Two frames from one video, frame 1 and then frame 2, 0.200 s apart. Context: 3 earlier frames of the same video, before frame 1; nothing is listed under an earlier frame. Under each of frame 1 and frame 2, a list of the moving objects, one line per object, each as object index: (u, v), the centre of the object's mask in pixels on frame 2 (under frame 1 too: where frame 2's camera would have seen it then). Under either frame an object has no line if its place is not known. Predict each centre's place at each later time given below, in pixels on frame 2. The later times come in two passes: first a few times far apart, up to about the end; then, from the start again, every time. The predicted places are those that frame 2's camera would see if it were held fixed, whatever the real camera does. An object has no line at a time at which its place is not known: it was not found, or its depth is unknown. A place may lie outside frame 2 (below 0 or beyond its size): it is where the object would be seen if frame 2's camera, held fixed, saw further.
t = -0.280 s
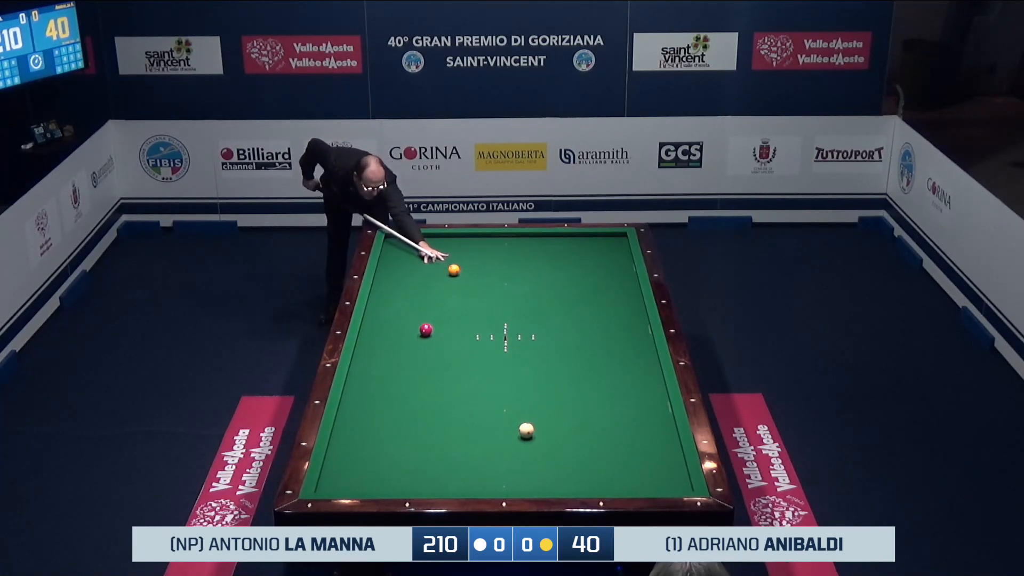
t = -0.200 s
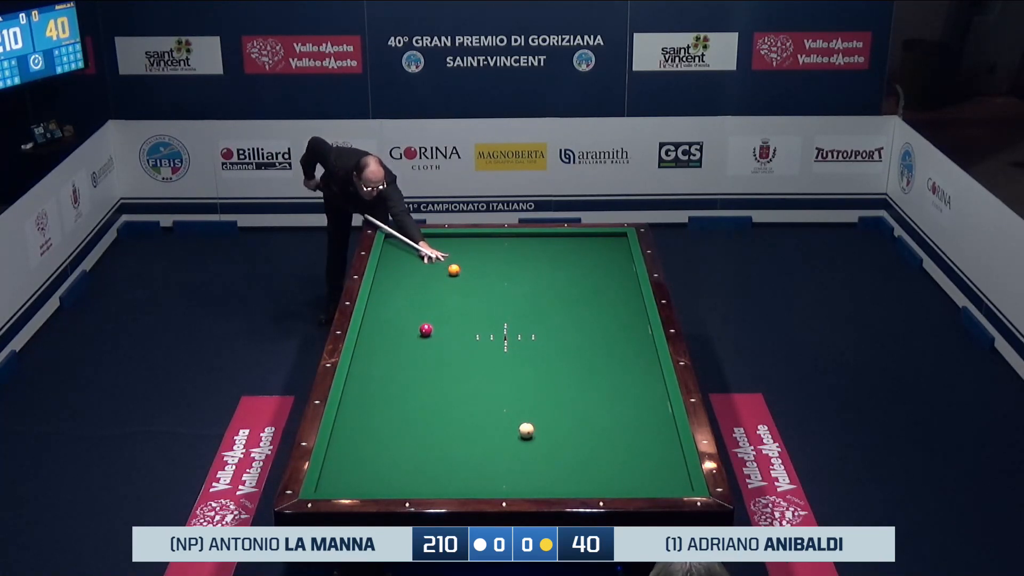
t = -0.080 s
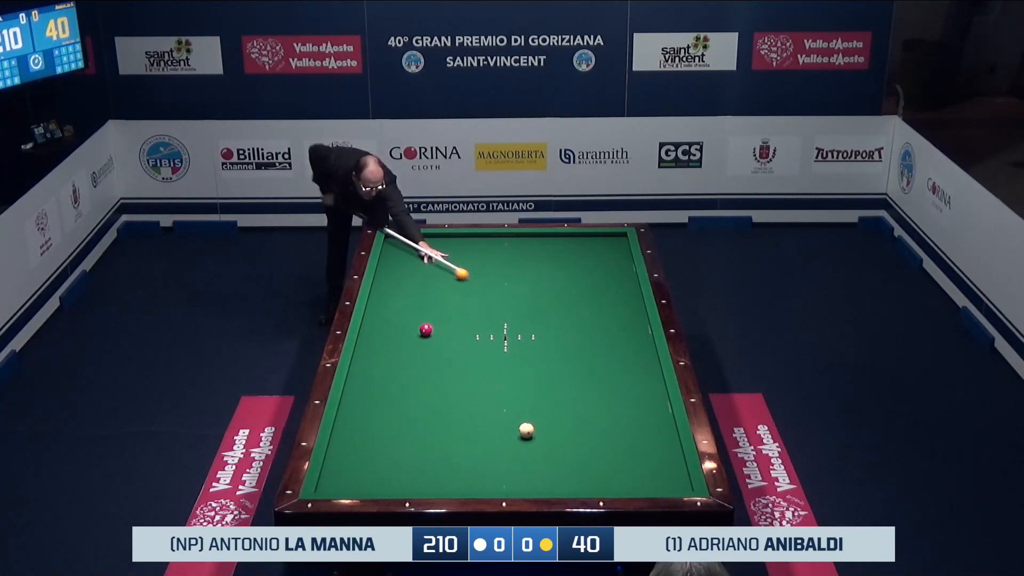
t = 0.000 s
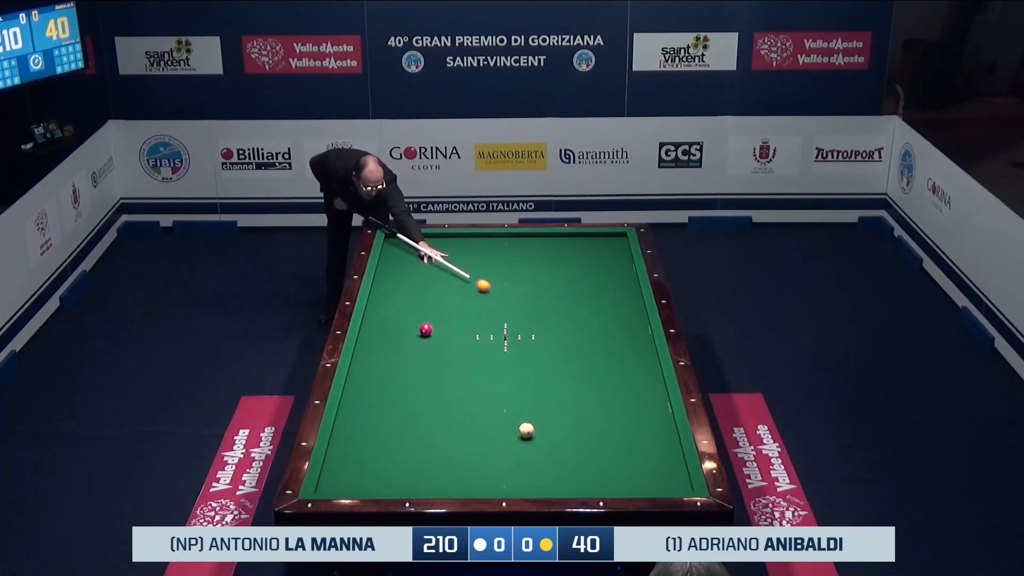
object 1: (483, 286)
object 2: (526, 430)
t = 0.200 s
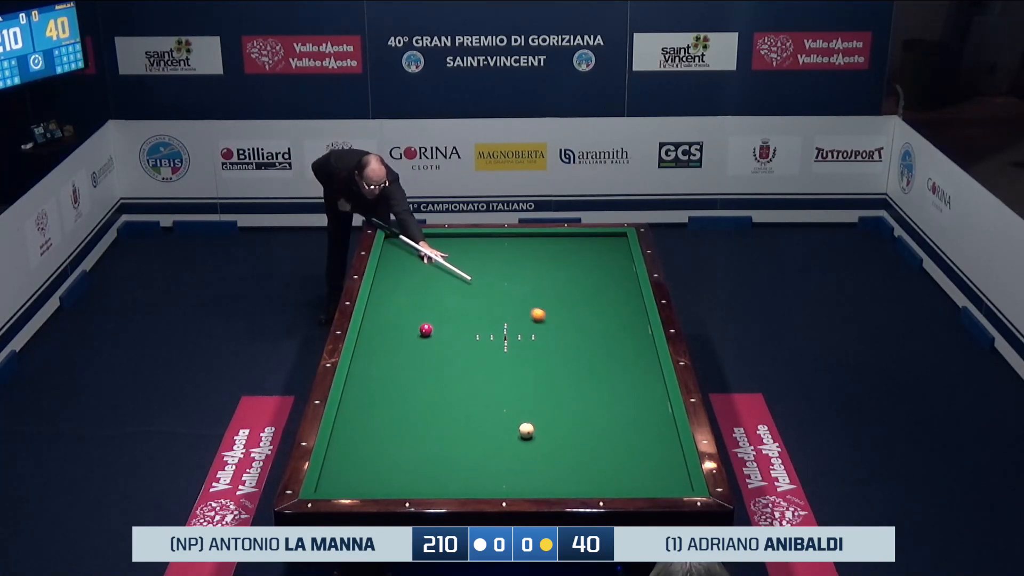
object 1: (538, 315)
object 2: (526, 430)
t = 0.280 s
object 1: (560, 327)
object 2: (526, 430)
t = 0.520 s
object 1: (630, 364)
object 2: (526, 430)
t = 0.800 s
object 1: (621, 404)
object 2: (526, 430)
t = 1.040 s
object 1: (589, 439)
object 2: (526, 430)
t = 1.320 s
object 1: (552, 484)
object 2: (526, 430)
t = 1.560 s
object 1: (537, 465)
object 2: (526, 430)
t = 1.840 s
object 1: (522, 442)
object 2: (527, 428)
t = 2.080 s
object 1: (503, 431)
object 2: (532, 423)
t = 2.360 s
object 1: (481, 422)
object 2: (539, 414)
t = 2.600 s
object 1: (463, 414)
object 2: (545, 407)
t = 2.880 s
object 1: (443, 405)
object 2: (551, 399)
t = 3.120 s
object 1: (427, 398)
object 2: (555, 393)
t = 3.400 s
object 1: (410, 390)
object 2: (561, 386)
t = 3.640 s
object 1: (395, 384)
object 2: (564, 381)
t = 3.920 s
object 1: (379, 377)
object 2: (569, 375)
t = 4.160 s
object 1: (366, 371)
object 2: (573, 370)
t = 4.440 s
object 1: (358, 365)
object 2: (577, 365)
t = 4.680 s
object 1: (366, 361)
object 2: (580, 361)
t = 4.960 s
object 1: (375, 357)
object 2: (583, 356)
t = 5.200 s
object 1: (382, 354)
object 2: (586, 353)
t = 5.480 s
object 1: (389, 350)
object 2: (589, 349)
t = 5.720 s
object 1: (395, 347)
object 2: (591, 346)
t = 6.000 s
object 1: (402, 344)
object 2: (593, 343)
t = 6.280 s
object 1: (408, 342)
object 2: (595, 341)
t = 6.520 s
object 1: (412, 339)
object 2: (597, 338)
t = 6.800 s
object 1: (417, 337)
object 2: (599, 336)
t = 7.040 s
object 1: (421, 336)
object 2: (600, 334)
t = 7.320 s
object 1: (423, 336)
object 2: (601, 333)
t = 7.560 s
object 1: (425, 336)
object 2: (603, 331)
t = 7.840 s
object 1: (426, 336)
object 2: (604, 330)
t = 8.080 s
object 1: (426, 336)
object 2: (604, 329)
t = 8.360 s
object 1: (426, 336)
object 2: (605, 329)
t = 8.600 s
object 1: (426, 335)
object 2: (605, 328)
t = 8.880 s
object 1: (426, 335)
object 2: (606, 328)
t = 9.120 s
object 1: (426, 335)
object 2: (606, 328)
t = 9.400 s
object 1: (426, 335)
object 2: (606, 328)
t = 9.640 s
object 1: (426, 335)
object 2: (606, 328)
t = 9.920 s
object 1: (426, 335)
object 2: (606, 328)
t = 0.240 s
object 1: (548, 321)
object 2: (526, 430)
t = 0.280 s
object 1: (560, 327)
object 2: (526, 430)
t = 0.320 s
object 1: (571, 333)
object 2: (526, 430)
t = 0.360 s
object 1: (582, 339)
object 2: (526, 430)
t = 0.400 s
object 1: (594, 345)
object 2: (526, 430)
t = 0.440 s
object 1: (606, 351)
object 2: (526, 430)
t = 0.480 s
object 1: (618, 357)
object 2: (526, 430)
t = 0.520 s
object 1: (630, 364)
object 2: (526, 430)
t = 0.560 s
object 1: (643, 370)
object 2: (526, 430)
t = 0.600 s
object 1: (656, 377)
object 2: (526, 430)
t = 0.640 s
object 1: (652, 383)
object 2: (526, 430)
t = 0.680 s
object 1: (643, 387)
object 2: (526, 430)
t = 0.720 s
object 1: (635, 393)
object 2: (526, 430)
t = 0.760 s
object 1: (628, 398)
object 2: (526, 430)
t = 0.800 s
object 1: (621, 404)
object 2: (526, 430)
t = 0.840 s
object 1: (615, 409)
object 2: (526, 430)
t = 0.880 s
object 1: (609, 415)
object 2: (526, 430)
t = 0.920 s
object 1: (604, 421)
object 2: (526, 430)
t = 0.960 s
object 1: (599, 427)
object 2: (526, 430)
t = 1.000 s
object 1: (594, 433)
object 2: (526, 430)
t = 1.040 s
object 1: (589, 439)
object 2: (526, 430)
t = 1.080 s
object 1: (584, 446)
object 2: (526, 430)
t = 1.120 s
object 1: (579, 452)
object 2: (526, 430)
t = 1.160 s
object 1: (574, 458)
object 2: (526, 430)
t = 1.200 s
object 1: (568, 465)
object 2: (526, 430)
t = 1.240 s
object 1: (563, 472)
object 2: (526, 430)
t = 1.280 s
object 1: (557, 479)
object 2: (526, 430)
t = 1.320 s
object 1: (552, 484)
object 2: (526, 430)
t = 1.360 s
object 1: (547, 486)
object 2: (526, 430)
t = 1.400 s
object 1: (545, 482)
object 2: (526, 430)
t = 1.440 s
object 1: (543, 478)
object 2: (526, 430)
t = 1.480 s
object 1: (541, 473)
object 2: (526, 430)
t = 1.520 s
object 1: (539, 469)
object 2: (526, 430)
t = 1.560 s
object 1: (537, 465)
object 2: (526, 430)
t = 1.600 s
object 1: (535, 461)
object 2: (526, 430)
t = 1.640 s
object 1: (532, 458)
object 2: (526, 430)
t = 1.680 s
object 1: (530, 454)
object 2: (526, 430)
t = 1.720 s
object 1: (528, 451)
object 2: (526, 430)
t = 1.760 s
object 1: (526, 448)
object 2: (526, 430)
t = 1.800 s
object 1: (524, 445)
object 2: (526, 429)
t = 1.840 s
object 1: (522, 442)
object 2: (527, 428)
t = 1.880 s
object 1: (519, 439)
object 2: (527, 428)
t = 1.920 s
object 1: (516, 437)
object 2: (528, 428)
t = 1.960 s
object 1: (513, 436)
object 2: (529, 427)
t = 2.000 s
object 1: (509, 434)
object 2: (530, 425)
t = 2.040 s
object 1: (506, 433)
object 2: (531, 424)
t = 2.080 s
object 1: (503, 431)
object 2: (532, 423)
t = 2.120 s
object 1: (500, 430)
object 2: (533, 421)
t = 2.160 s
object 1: (496, 429)
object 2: (534, 420)
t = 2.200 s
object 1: (493, 427)
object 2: (535, 419)
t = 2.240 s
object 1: (490, 426)
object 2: (536, 418)
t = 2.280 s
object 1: (487, 424)
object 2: (537, 416)
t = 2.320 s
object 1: (484, 423)
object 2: (538, 415)
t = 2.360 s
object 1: (481, 422)
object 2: (539, 414)
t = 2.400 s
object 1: (478, 420)
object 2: (540, 413)
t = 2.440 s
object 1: (475, 419)
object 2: (541, 412)
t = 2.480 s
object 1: (472, 418)
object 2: (542, 410)
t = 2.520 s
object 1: (469, 416)
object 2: (543, 409)
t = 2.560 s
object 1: (466, 415)
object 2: (544, 408)
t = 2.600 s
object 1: (463, 414)
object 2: (545, 407)
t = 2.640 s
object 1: (460, 412)
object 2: (546, 406)
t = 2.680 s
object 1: (457, 411)
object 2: (546, 405)
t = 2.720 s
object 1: (454, 410)
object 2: (547, 403)
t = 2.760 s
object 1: (452, 409)
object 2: (548, 403)
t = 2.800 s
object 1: (449, 408)
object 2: (549, 401)
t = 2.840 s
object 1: (446, 406)
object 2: (550, 400)
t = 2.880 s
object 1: (443, 405)
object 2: (551, 399)
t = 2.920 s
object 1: (441, 404)
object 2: (551, 398)
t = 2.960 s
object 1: (438, 403)
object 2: (552, 397)
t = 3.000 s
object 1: (435, 401)
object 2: (553, 396)
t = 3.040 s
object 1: (433, 400)
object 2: (554, 395)
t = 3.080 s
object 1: (430, 399)
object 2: (555, 394)
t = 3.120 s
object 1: (427, 398)
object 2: (555, 393)
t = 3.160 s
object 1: (425, 397)
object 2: (556, 392)
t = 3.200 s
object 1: (422, 395)
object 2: (557, 391)
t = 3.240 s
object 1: (420, 394)
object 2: (558, 390)
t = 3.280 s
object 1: (417, 393)
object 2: (559, 389)
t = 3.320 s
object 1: (414, 392)
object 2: (559, 388)
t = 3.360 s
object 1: (412, 391)
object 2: (560, 387)
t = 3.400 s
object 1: (410, 390)
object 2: (561, 386)
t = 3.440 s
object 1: (407, 389)
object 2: (561, 385)
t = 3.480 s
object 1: (405, 388)
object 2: (562, 384)
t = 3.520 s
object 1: (402, 387)
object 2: (563, 383)
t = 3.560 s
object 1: (400, 386)
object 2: (563, 383)
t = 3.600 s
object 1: (398, 385)
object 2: (564, 381)
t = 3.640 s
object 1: (395, 384)
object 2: (564, 381)
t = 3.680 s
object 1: (393, 383)
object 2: (565, 380)
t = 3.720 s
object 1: (391, 382)
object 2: (566, 379)
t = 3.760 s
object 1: (388, 381)
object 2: (566, 378)
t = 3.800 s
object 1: (386, 380)
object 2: (567, 377)
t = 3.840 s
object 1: (384, 379)
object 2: (568, 376)
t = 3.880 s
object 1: (382, 378)
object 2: (568, 376)
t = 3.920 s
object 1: (379, 377)
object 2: (569, 375)
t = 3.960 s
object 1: (377, 376)
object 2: (570, 374)
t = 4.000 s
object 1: (375, 375)
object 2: (570, 373)
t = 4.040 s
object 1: (373, 374)
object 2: (571, 372)
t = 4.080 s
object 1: (371, 373)
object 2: (571, 372)
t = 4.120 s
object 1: (369, 372)
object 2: (572, 371)
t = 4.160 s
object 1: (366, 371)
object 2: (573, 370)
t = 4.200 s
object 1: (365, 370)
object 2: (573, 369)
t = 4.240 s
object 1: (363, 369)
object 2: (574, 369)
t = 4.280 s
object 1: (360, 368)
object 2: (575, 368)
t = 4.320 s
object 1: (358, 367)
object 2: (575, 367)
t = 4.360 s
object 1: (356, 366)
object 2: (576, 366)
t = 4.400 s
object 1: (356, 366)
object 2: (576, 366)
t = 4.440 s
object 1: (358, 365)
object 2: (577, 365)
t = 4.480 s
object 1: (359, 364)
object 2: (577, 364)
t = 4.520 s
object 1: (361, 364)
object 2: (578, 364)
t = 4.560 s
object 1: (362, 363)
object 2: (578, 363)
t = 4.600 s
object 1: (364, 363)
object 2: (579, 362)
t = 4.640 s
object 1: (365, 362)
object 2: (579, 362)
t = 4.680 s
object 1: (366, 361)
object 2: (580, 361)
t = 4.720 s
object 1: (367, 360)
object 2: (580, 360)
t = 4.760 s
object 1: (369, 360)
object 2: (581, 360)
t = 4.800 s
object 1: (370, 359)
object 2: (581, 359)
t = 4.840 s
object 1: (371, 359)
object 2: (582, 358)
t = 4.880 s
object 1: (372, 358)
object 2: (582, 358)
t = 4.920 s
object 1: (374, 358)
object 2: (583, 357)
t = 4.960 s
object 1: (375, 357)
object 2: (583, 356)
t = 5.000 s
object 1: (376, 357)
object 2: (584, 356)
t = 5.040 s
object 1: (377, 356)
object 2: (584, 355)
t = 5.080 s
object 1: (378, 355)
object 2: (585, 355)
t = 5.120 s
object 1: (379, 355)
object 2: (585, 354)
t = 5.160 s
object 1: (381, 354)
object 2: (586, 354)
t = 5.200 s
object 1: (382, 354)
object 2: (586, 353)
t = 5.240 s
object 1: (383, 353)
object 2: (586, 353)
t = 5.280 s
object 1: (384, 353)
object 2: (587, 352)
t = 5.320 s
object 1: (385, 352)
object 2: (587, 351)
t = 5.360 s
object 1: (386, 352)
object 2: (588, 351)
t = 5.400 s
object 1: (387, 351)
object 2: (588, 350)
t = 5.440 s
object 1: (388, 351)
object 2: (588, 350)
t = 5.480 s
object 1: (389, 350)
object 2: (589, 349)
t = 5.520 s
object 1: (390, 350)
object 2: (589, 349)
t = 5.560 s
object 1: (391, 349)
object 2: (589, 348)
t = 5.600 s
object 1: (392, 349)
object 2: (590, 348)
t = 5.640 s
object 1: (393, 348)
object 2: (590, 347)
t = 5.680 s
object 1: (394, 348)
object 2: (590, 347)
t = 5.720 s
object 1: (395, 347)
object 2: (591, 346)
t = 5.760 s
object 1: (396, 347)
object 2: (591, 346)
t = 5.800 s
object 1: (397, 347)
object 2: (591, 345)
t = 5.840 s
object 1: (398, 346)
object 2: (592, 345)
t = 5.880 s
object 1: (399, 346)
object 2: (592, 344)
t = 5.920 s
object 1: (400, 345)
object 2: (593, 344)
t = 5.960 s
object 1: (401, 345)
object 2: (593, 344)
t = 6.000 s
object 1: (402, 344)
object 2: (593, 343)
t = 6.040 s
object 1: (403, 344)
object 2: (593, 343)
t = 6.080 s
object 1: (403, 344)
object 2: (594, 342)
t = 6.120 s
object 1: (404, 343)
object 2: (594, 342)
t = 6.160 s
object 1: (405, 343)
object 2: (594, 342)
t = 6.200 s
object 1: (406, 342)
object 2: (595, 341)
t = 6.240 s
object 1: (407, 342)
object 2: (595, 341)
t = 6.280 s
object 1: (408, 342)
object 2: (595, 341)
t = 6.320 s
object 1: (409, 341)
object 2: (596, 340)
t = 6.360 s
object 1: (410, 341)
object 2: (596, 340)
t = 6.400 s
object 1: (410, 341)
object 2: (596, 339)
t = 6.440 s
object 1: (411, 340)
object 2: (596, 339)
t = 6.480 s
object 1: (412, 340)
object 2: (597, 339)
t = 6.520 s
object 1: (412, 339)
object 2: (597, 338)
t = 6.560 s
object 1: (413, 339)
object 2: (597, 338)
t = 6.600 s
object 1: (414, 339)
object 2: (597, 338)
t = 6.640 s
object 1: (415, 339)
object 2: (598, 337)
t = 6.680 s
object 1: (415, 338)
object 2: (598, 337)
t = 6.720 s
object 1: (416, 338)
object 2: (598, 337)
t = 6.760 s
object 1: (417, 338)
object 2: (598, 336)
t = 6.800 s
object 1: (417, 337)
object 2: (599, 336)
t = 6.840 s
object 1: (418, 337)
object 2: (599, 336)
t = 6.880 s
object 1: (419, 337)
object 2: (599, 336)
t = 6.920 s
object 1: (419, 336)
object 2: (599, 335)
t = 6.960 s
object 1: (420, 336)
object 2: (600, 335)
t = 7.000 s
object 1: (421, 336)
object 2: (600, 335)
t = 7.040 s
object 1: (421, 336)
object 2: (600, 334)
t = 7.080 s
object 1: (421, 336)
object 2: (600, 334)
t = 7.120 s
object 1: (422, 336)
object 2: (600, 334)
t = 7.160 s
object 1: (422, 336)
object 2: (601, 334)
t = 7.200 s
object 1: (423, 336)
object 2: (601, 333)
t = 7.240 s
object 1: (423, 336)
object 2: (601, 333)
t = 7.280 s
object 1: (423, 336)
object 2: (601, 333)
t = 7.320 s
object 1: (423, 336)
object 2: (601, 333)
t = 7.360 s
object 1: (424, 336)
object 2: (602, 332)
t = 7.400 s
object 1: (424, 336)
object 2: (602, 332)
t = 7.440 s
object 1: (424, 335)
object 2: (602, 332)
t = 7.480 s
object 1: (424, 336)
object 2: (602, 332)
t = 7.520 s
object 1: (425, 336)
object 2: (602, 332)
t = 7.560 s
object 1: (425, 336)
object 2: (603, 331)
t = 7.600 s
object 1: (425, 336)
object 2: (603, 331)
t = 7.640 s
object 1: (425, 336)
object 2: (603, 331)
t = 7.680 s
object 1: (425, 336)
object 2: (603, 331)
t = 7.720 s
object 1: (425, 336)
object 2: (603, 331)
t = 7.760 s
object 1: (425, 336)
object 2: (603, 330)
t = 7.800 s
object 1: (426, 336)
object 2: (603, 330)
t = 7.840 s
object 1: (426, 336)
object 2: (604, 330)
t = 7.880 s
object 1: (426, 336)
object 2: (604, 330)
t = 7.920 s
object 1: (426, 336)
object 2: (604, 330)
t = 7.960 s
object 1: (426, 336)
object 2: (604, 330)
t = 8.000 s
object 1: (426, 336)
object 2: (604, 330)
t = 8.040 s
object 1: (426, 336)
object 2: (604, 329)
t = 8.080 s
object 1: (426, 336)
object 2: (604, 329)
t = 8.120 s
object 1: (426, 336)
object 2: (604, 329)
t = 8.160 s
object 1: (426, 336)
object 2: (605, 329)
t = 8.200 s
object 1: (426, 336)
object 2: (605, 329)
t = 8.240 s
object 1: (426, 336)
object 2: (605, 329)
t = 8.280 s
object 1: (426, 336)
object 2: (605, 329)
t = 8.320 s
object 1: (426, 336)
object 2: (605, 329)
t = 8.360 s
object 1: (426, 336)
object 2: (605, 329)
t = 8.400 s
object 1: (426, 335)
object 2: (605, 329)
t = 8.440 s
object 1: (426, 335)
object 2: (605, 329)
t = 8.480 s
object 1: (426, 335)
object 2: (605, 329)
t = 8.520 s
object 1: (426, 335)
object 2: (605, 328)
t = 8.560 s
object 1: (426, 335)
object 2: (605, 328)
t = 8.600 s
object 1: (426, 335)
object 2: (605, 328)
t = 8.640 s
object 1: (426, 335)
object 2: (605, 328)
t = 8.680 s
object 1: (426, 335)
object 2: (605, 328)
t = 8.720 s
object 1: (426, 335)
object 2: (605, 328)
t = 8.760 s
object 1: (426, 335)
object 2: (605, 328)
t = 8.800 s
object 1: (426, 335)
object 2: (605, 328)
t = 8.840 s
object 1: (426, 335)
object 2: (606, 328)
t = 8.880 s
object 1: (426, 335)
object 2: (606, 328)
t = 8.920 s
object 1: (426, 335)
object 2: (606, 328)
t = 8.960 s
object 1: (426, 335)
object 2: (606, 328)
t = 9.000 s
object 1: (426, 335)
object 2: (606, 328)
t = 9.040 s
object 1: (426, 335)
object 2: (606, 328)
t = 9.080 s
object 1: (426, 335)
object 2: (606, 328)
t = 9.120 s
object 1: (426, 335)
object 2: (606, 328)
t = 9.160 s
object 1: (426, 335)
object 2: (606, 328)
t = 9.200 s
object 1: (426, 335)
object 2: (606, 328)
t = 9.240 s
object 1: (426, 335)
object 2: (606, 328)
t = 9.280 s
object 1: (426, 335)
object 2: (606, 328)
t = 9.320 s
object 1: (426, 335)
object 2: (606, 328)
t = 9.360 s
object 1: (426, 335)
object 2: (606, 328)
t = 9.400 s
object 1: (426, 335)
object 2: (606, 328)
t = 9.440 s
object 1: (426, 335)
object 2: (606, 328)
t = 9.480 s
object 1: (426, 335)
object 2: (606, 328)
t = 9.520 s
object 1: (426, 335)
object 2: (606, 328)
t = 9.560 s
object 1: (426, 335)
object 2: (606, 328)
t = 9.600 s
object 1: (426, 335)
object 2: (606, 328)
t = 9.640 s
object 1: (426, 335)
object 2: (606, 328)
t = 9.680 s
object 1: (426, 335)
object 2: (606, 328)
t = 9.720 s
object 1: (426, 335)
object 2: (606, 328)
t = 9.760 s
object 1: (426, 335)
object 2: (606, 328)
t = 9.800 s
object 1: (426, 335)
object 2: (606, 328)
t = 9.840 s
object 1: (426, 335)
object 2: (606, 328)
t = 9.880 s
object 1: (426, 335)
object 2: (606, 328)
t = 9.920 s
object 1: (426, 335)
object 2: (606, 328)
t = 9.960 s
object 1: (426, 335)
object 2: (606, 328)
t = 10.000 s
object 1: (426, 335)
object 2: (606, 328)
